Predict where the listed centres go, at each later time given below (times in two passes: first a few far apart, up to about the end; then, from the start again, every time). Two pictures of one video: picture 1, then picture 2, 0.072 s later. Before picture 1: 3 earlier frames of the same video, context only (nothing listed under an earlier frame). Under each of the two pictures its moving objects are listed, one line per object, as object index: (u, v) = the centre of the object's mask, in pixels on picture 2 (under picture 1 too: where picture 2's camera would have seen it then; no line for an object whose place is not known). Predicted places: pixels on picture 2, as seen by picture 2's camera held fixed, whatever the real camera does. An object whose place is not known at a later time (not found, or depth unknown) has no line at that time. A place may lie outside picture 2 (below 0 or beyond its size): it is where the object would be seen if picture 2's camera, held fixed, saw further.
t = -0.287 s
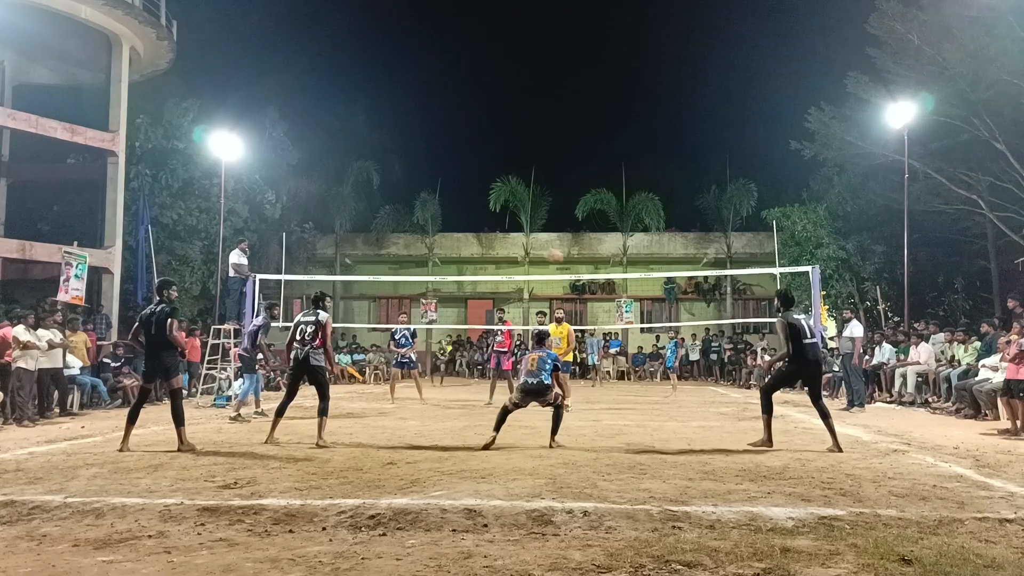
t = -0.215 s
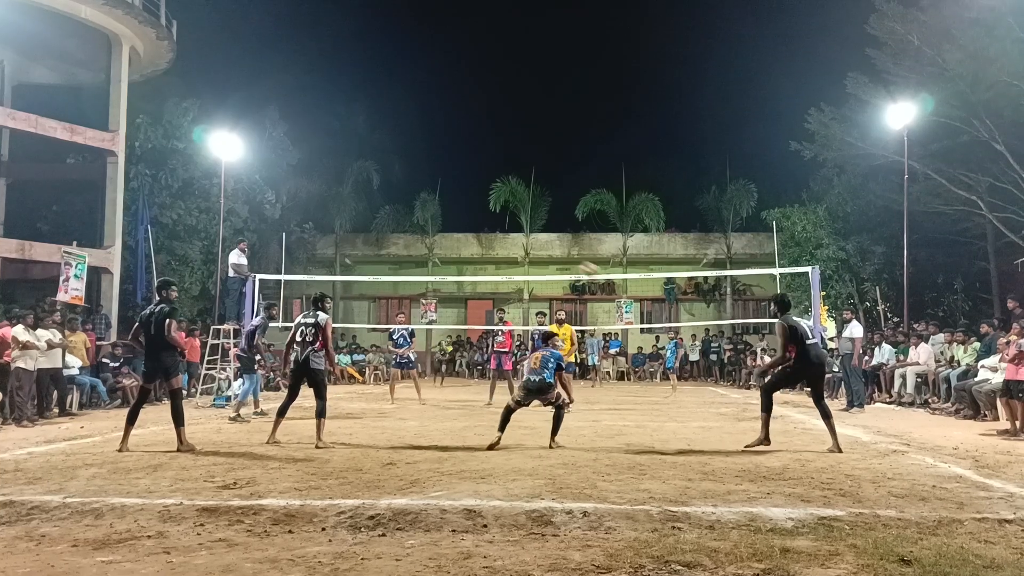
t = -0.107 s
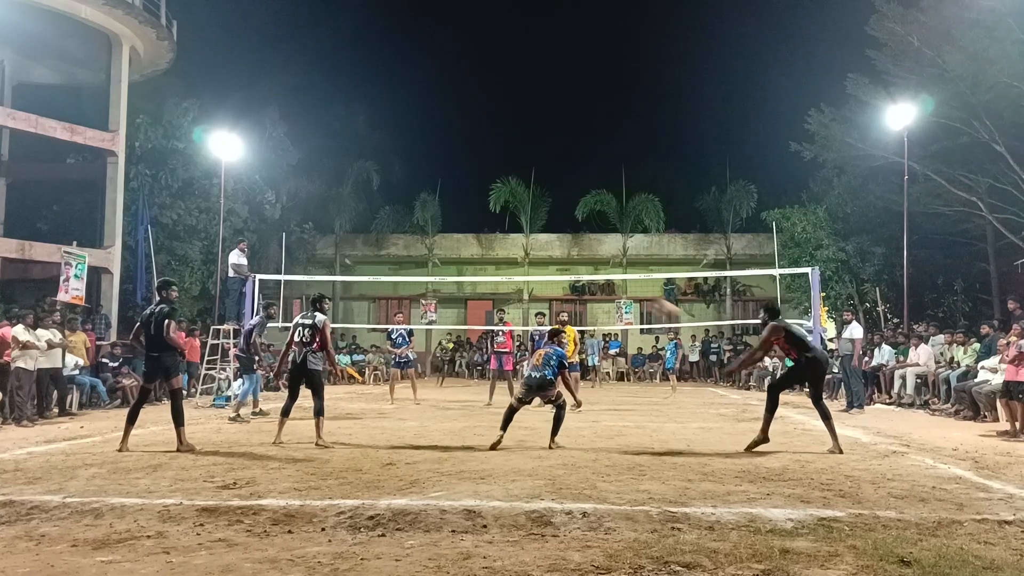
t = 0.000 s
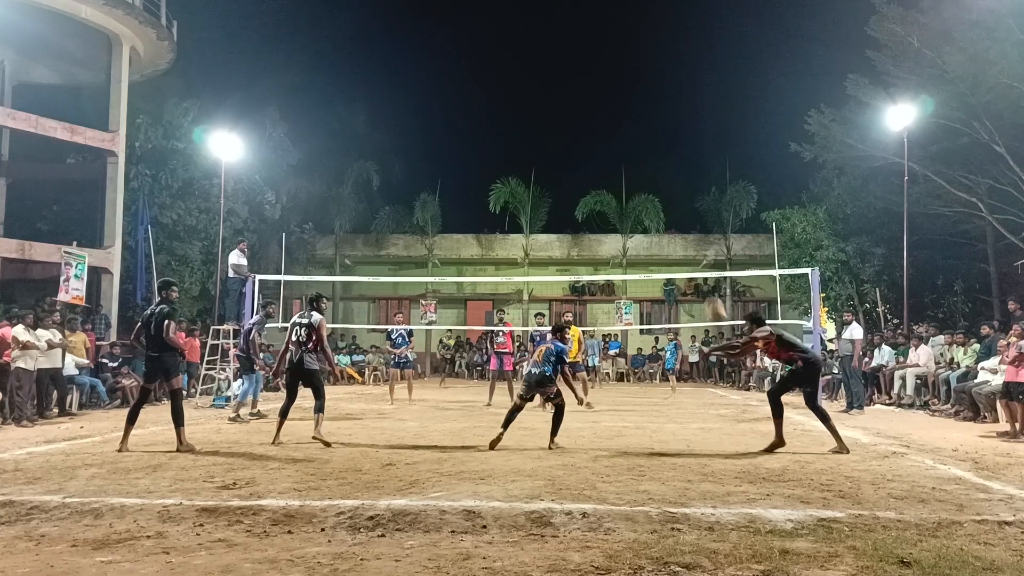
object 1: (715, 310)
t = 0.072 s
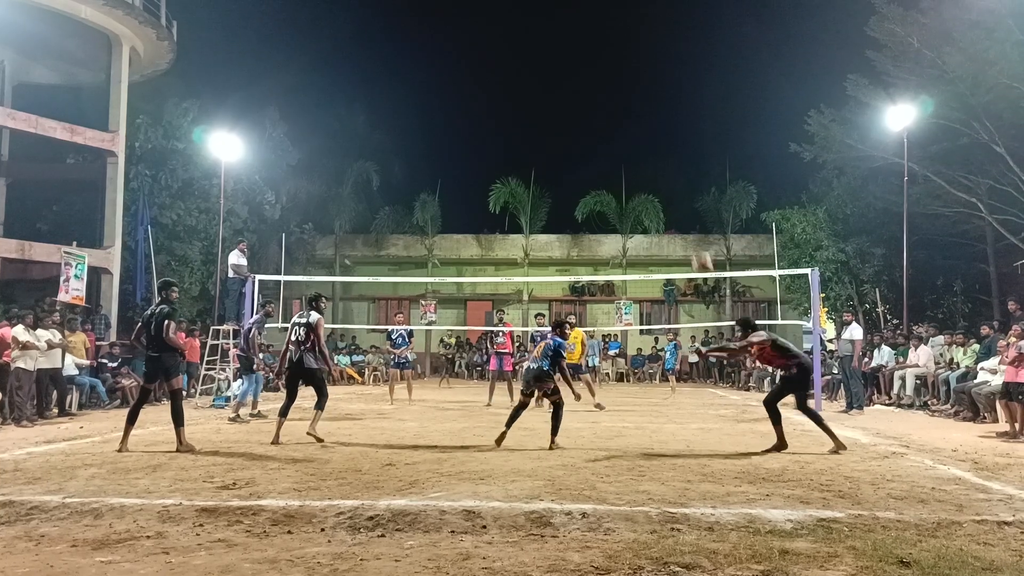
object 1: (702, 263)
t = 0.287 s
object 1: (669, 160)
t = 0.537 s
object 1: (644, 101)
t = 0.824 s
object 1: (623, 93)
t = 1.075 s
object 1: (609, 126)
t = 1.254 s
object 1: (601, 169)
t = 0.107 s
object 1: (696, 241)
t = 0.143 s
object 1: (689, 222)
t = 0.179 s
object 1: (684, 204)
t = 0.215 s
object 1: (679, 188)
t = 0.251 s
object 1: (674, 174)
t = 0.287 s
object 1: (669, 160)
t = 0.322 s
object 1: (665, 148)
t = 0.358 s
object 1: (661, 137)
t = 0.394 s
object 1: (657, 128)
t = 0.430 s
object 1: (654, 119)
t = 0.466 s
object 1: (651, 112)
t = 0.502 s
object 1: (647, 106)
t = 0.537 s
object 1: (644, 101)
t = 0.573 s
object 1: (641, 97)
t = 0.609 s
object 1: (638, 94)
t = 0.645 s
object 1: (635, 92)
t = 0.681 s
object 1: (633, 90)
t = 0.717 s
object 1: (630, 90)
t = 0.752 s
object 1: (627, 90)
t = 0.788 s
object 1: (625, 91)
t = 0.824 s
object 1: (623, 93)
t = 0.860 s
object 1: (621, 96)
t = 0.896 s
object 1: (618, 100)
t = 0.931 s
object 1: (617, 103)
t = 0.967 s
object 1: (615, 108)
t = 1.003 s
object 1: (613, 114)
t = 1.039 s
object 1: (611, 120)
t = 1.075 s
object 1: (609, 126)
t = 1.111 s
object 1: (608, 134)
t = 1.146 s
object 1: (606, 142)
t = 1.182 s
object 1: (604, 150)
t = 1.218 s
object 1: (603, 159)
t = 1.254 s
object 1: (601, 169)
